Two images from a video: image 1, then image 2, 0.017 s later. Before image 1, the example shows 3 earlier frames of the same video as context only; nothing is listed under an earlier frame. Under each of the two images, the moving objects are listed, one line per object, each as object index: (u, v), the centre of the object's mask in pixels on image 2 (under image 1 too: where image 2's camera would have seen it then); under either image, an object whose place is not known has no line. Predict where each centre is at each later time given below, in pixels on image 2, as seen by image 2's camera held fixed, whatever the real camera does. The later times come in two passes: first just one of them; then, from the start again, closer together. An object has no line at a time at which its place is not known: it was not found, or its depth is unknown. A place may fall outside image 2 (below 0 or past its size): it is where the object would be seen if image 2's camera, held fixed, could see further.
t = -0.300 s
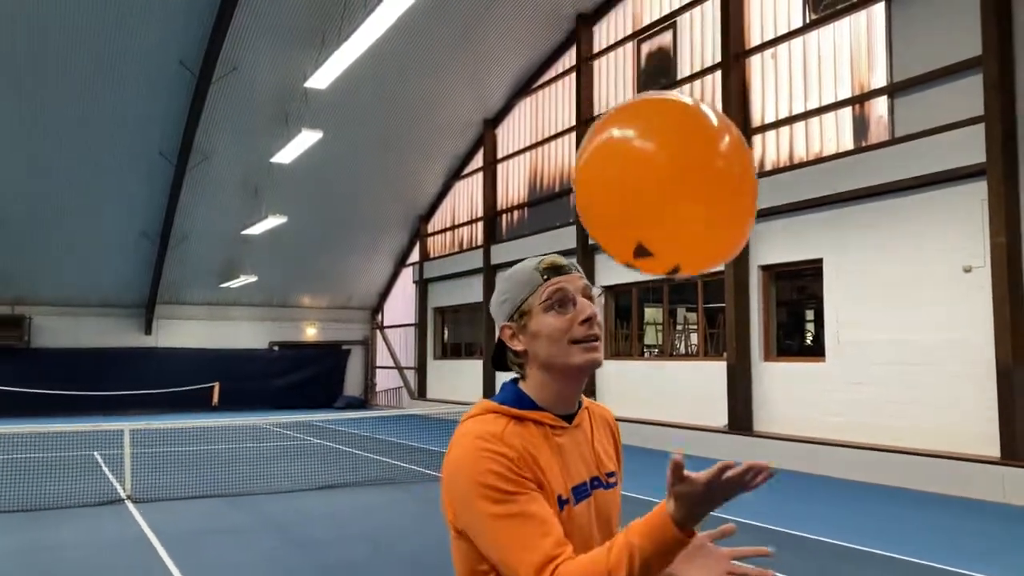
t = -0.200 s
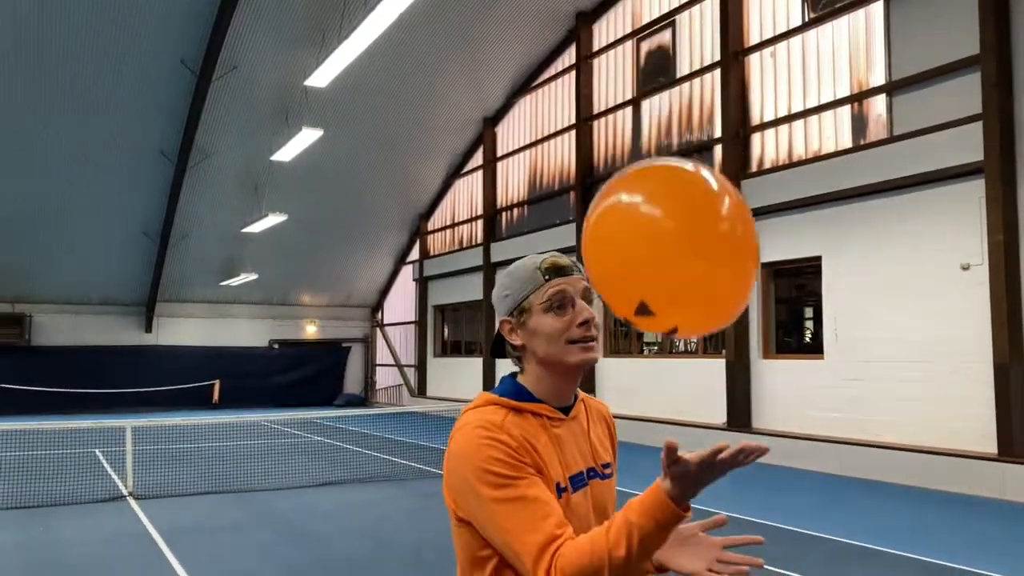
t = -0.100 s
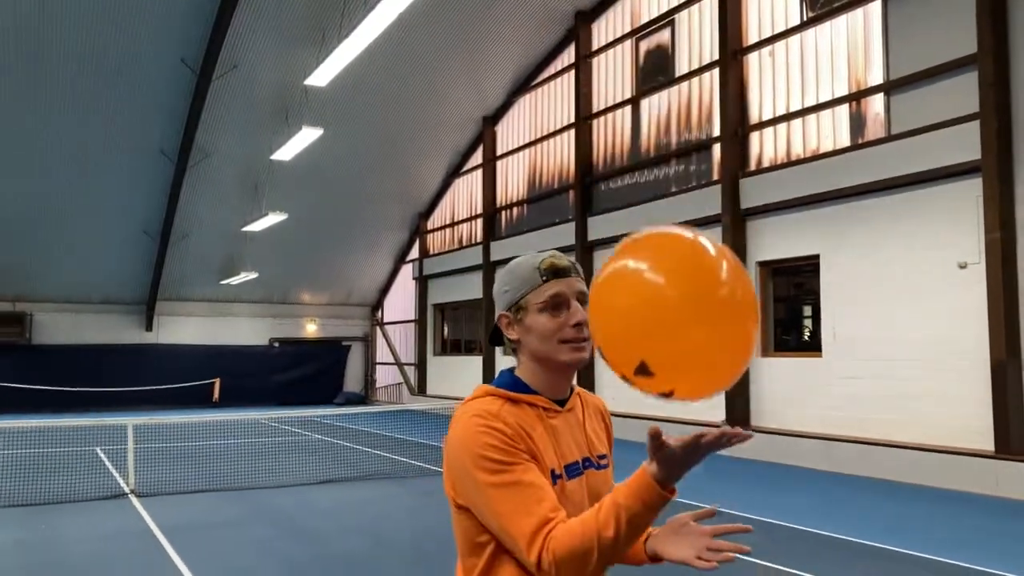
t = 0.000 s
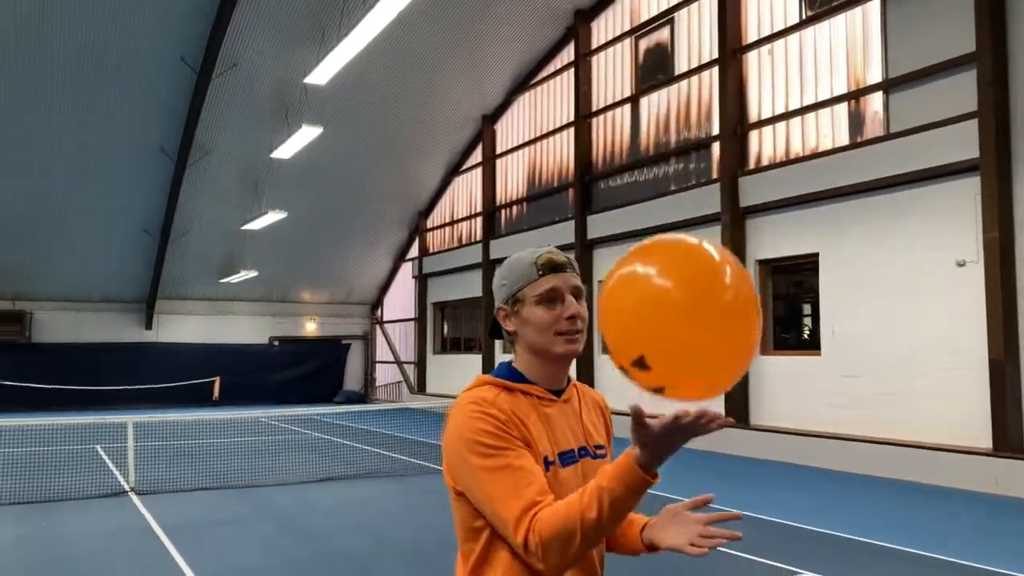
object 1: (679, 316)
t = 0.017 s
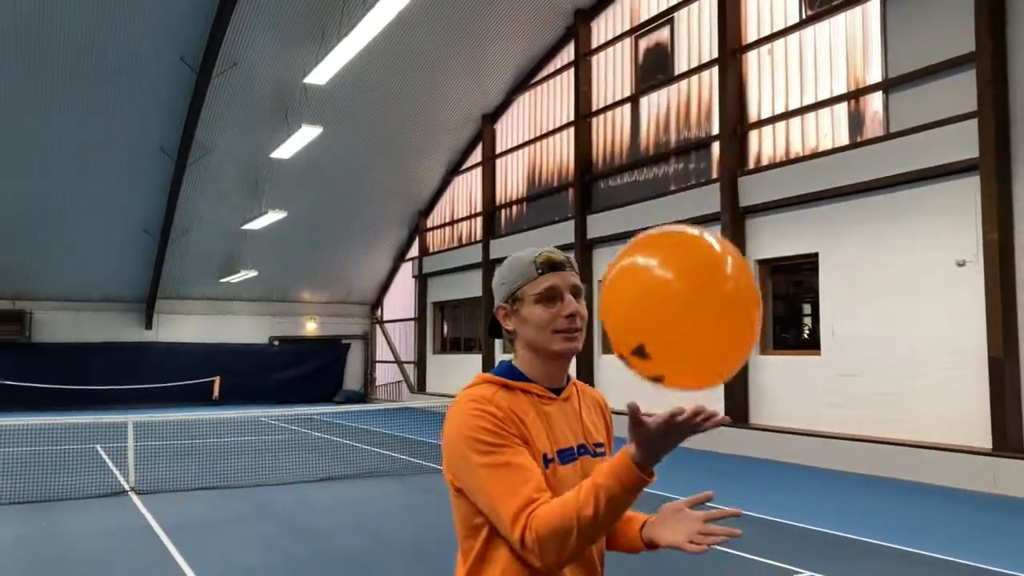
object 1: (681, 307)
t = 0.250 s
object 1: (688, 216)
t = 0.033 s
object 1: (682, 298)
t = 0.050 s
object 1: (683, 290)
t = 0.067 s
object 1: (685, 282)
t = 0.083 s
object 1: (687, 275)
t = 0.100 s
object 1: (688, 268)
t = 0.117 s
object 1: (689, 260)
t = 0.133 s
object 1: (690, 253)
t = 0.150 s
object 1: (690, 247)
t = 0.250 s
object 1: (688, 216)
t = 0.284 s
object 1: (688, 208)
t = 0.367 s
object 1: (686, 192)
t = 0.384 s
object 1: (686, 189)
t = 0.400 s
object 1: (686, 186)
